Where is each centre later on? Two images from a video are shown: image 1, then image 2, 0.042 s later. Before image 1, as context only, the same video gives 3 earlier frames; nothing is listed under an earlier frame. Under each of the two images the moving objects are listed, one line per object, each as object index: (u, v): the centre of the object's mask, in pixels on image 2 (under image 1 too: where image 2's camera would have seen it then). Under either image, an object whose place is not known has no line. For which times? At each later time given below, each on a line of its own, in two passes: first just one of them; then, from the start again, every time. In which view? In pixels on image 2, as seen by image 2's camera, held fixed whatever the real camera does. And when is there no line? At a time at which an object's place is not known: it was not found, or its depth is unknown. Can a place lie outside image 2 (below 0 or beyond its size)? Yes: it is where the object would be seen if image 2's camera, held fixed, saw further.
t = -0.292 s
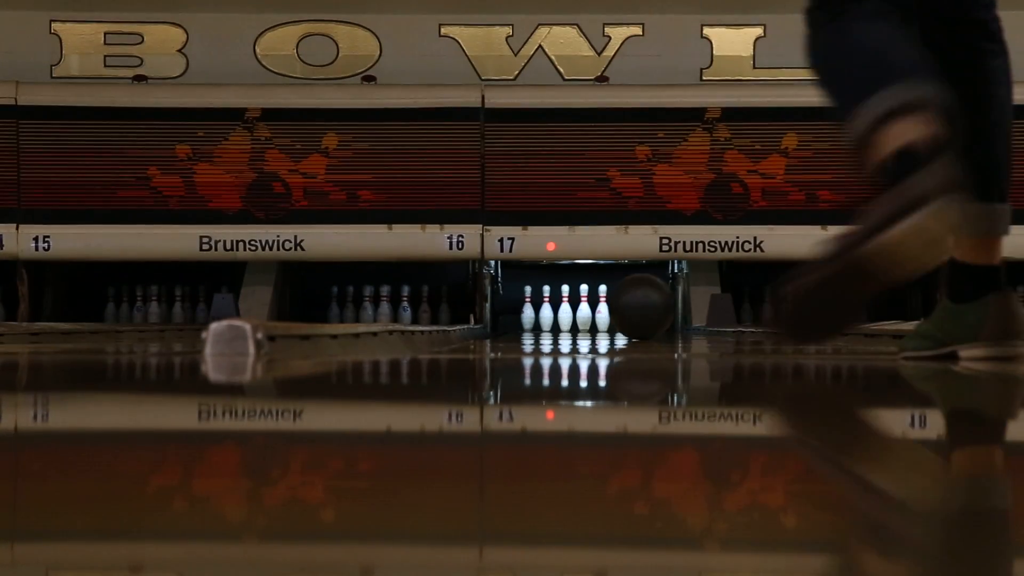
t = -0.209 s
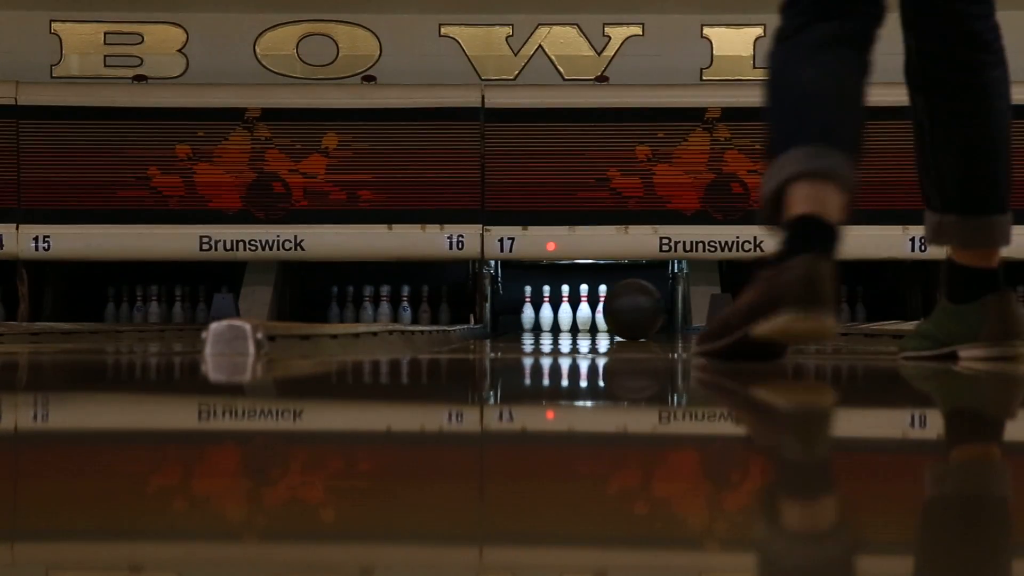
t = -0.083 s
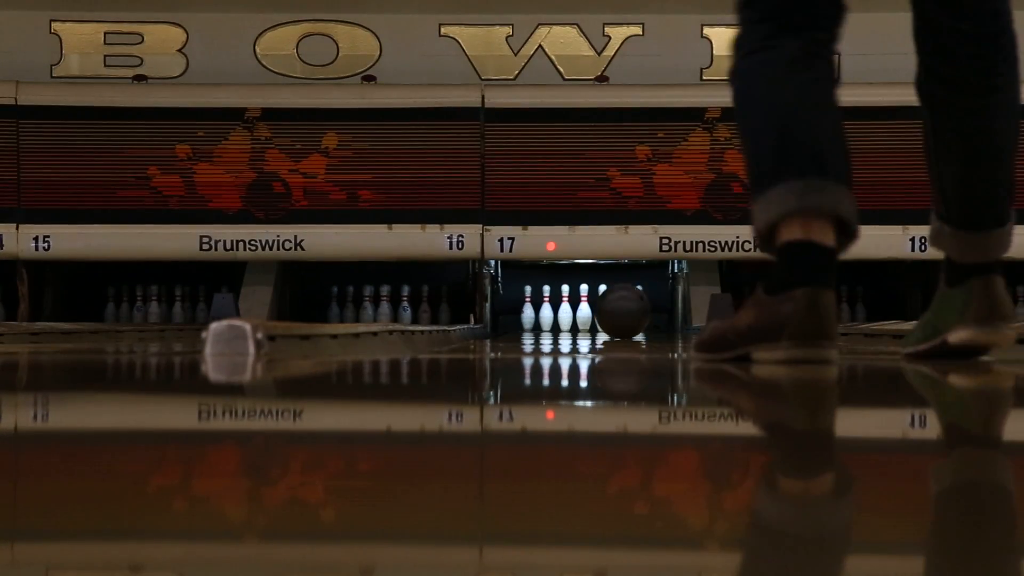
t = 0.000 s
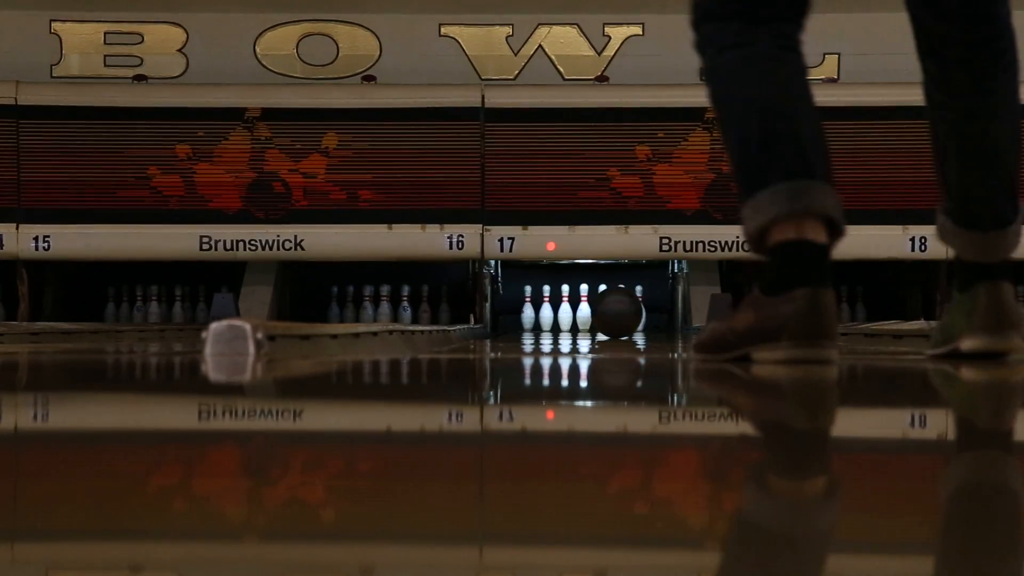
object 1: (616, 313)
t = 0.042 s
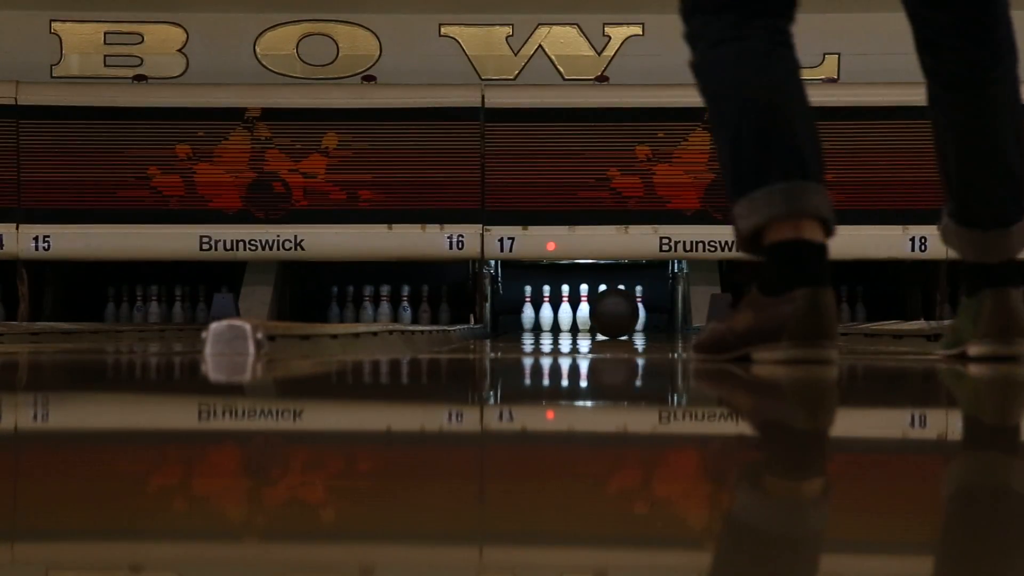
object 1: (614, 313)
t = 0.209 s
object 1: (605, 314)
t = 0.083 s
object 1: (612, 314)
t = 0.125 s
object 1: (610, 314)
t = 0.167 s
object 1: (607, 314)
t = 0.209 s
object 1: (605, 314)
